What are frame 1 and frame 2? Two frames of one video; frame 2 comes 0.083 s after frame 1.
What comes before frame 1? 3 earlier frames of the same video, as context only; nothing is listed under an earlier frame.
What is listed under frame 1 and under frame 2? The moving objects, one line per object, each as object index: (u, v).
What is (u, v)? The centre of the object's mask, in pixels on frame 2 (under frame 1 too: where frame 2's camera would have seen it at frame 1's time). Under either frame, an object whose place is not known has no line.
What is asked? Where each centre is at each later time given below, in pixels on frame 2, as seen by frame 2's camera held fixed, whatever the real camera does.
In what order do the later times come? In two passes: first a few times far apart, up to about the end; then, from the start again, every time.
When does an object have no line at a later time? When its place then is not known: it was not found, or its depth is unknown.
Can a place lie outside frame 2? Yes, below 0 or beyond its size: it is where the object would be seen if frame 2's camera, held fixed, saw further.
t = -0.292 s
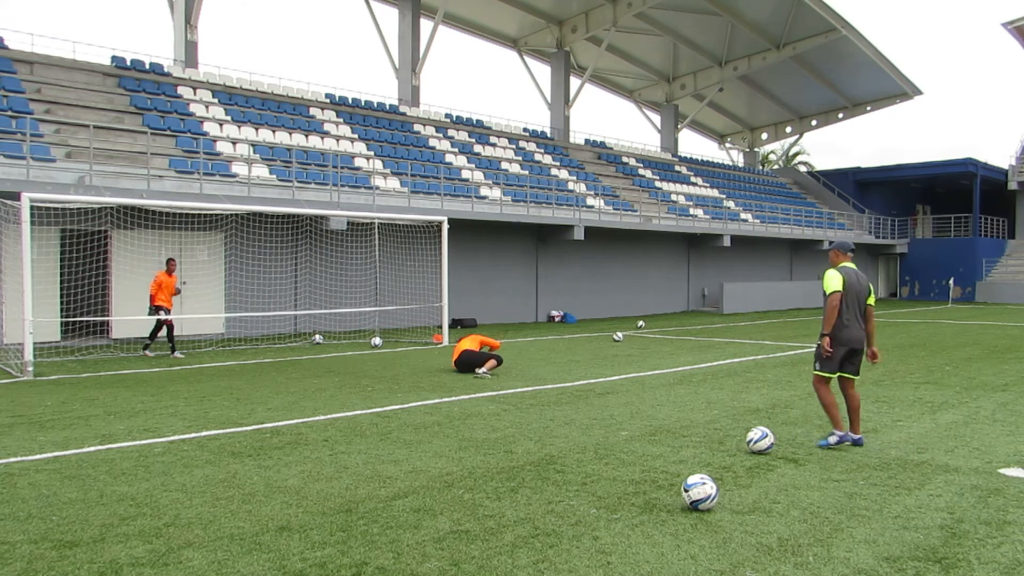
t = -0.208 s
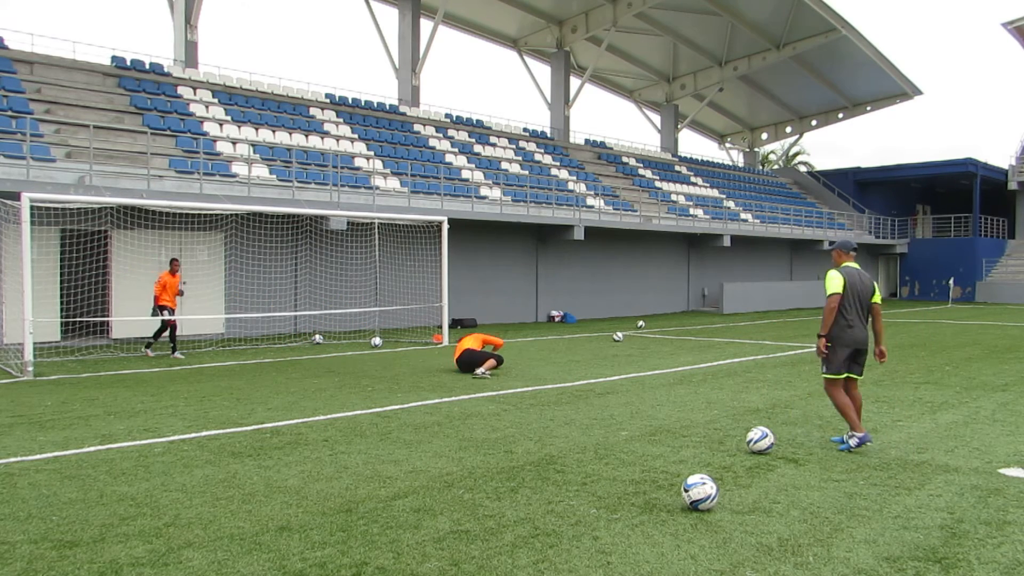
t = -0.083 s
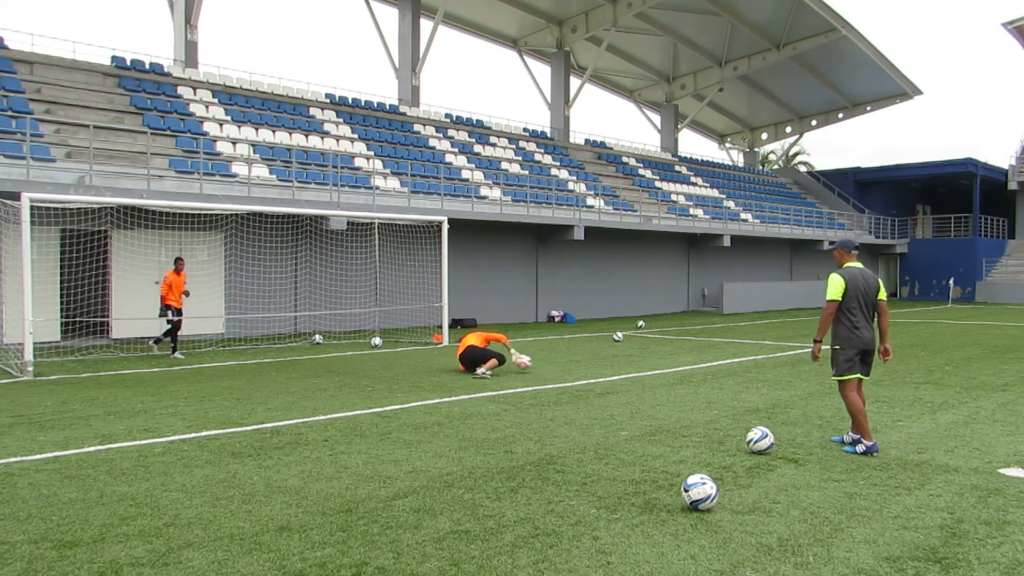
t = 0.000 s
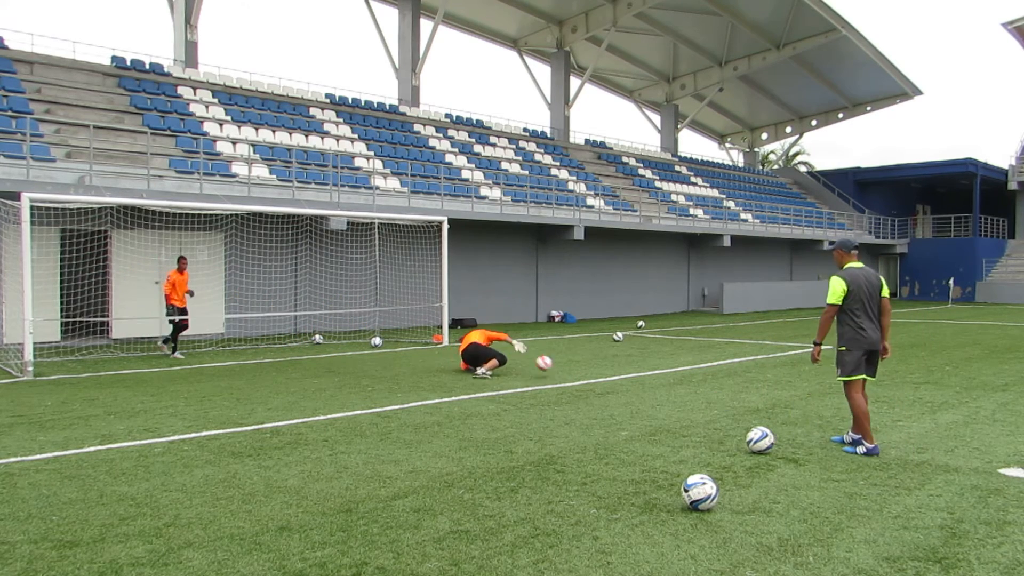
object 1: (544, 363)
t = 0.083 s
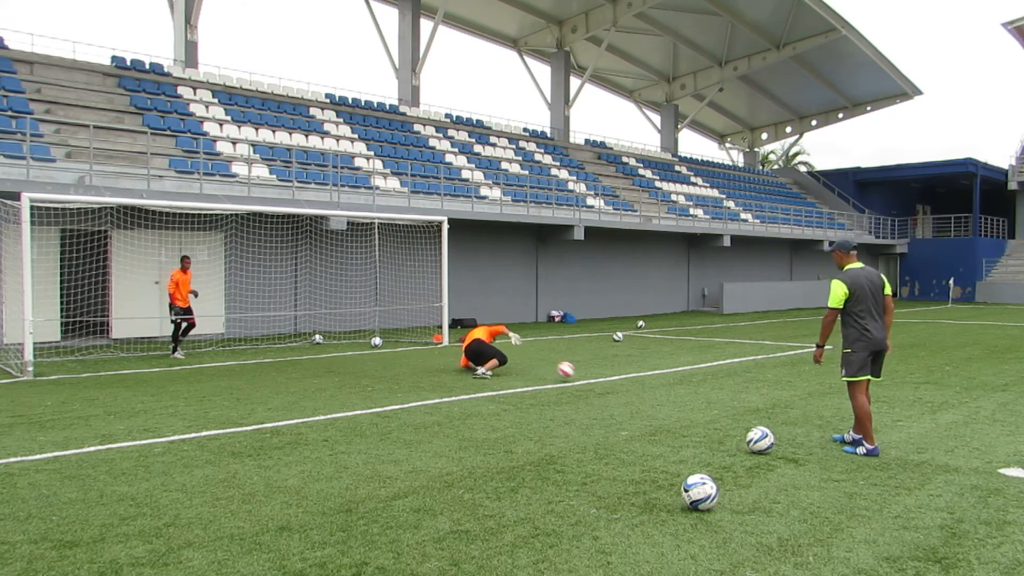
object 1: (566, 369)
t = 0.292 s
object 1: (611, 378)
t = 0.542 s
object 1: (659, 395)
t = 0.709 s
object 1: (692, 404)
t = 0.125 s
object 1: (577, 375)
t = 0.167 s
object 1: (587, 377)
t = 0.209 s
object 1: (594, 376)
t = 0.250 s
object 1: (602, 376)
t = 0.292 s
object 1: (611, 378)
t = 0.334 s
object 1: (619, 381)
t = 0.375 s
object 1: (628, 386)
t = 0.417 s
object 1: (635, 388)
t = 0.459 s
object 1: (643, 389)
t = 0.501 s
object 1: (651, 391)
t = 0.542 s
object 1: (659, 395)
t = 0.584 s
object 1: (666, 397)
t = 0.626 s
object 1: (675, 398)
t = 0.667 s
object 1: (683, 401)
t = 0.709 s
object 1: (692, 404)
